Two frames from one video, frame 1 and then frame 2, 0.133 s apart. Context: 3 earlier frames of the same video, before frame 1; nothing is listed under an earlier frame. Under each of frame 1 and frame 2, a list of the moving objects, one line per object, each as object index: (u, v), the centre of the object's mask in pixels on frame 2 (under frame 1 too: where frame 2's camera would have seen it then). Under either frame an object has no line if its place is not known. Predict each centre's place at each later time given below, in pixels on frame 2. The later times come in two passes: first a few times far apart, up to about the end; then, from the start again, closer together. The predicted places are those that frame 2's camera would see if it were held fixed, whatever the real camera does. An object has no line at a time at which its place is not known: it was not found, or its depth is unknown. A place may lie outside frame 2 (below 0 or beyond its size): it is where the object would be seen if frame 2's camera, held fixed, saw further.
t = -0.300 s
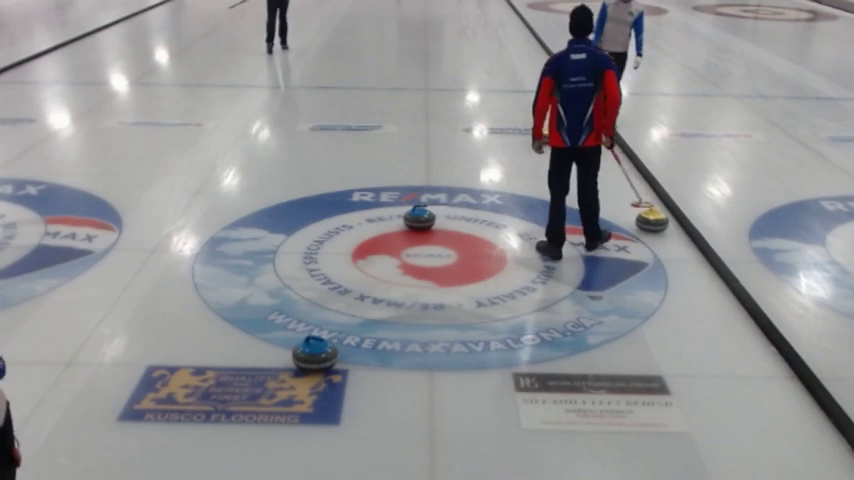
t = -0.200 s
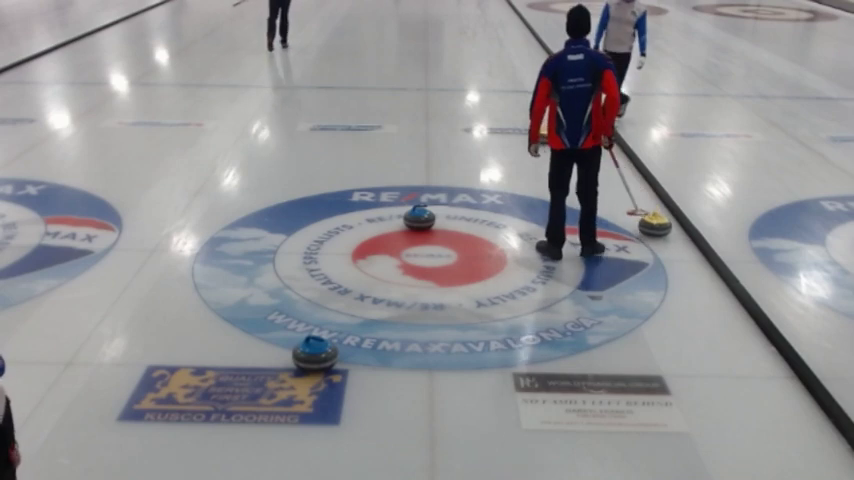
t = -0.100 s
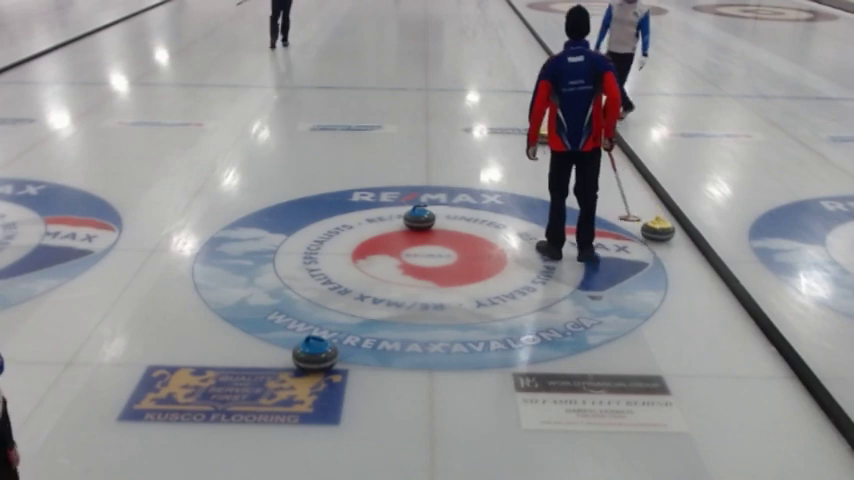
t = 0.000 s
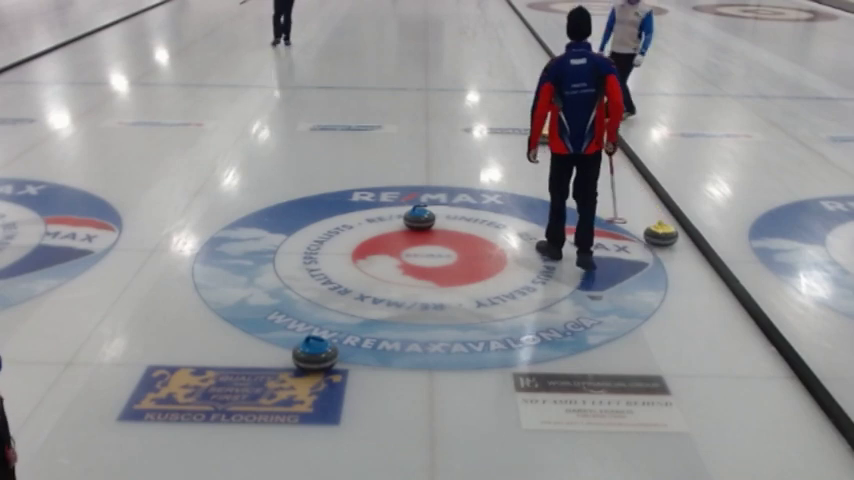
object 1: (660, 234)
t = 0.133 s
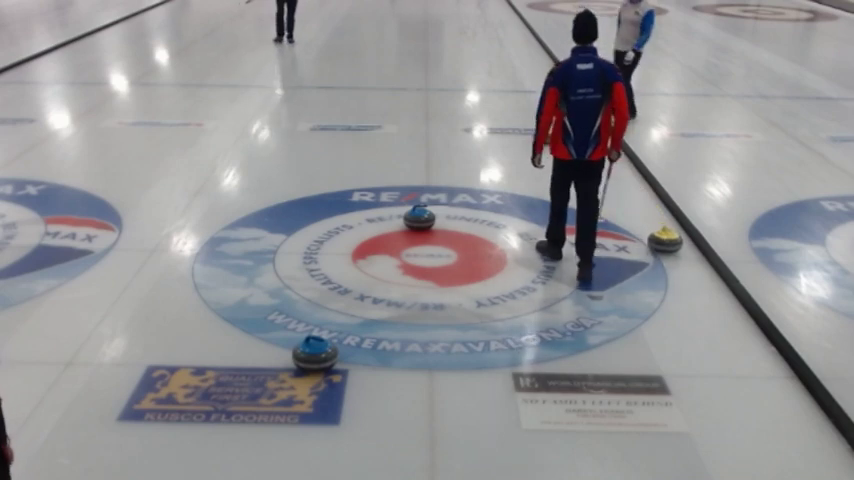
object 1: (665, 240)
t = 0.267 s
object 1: (669, 247)
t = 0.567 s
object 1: (679, 262)
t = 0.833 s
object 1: (689, 277)
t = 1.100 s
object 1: (701, 294)
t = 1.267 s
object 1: (707, 304)
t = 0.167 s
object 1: (666, 242)
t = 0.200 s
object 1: (667, 244)
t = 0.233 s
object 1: (668, 245)
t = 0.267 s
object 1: (669, 247)
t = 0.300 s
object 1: (670, 249)
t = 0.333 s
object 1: (671, 250)
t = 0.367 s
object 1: (672, 252)
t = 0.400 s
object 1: (674, 254)
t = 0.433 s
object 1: (675, 255)
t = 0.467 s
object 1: (676, 257)
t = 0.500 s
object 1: (677, 259)
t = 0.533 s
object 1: (678, 260)
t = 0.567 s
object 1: (679, 262)
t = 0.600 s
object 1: (682, 266)
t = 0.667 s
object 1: (683, 267)
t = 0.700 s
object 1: (684, 269)
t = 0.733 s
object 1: (685, 271)
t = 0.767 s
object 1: (686, 273)
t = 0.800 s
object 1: (688, 275)
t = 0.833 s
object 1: (689, 277)
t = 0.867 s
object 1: (690, 279)
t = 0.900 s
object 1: (691, 281)
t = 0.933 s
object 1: (693, 282)
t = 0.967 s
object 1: (695, 286)
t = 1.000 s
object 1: (697, 288)
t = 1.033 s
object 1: (698, 290)
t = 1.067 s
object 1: (699, 292)
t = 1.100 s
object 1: (701, 294)
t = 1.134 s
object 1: (702, 296)
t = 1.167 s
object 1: (703, 298)
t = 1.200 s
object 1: (705, 300)
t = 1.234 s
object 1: (706, 303)
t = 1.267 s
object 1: (707, 304)
